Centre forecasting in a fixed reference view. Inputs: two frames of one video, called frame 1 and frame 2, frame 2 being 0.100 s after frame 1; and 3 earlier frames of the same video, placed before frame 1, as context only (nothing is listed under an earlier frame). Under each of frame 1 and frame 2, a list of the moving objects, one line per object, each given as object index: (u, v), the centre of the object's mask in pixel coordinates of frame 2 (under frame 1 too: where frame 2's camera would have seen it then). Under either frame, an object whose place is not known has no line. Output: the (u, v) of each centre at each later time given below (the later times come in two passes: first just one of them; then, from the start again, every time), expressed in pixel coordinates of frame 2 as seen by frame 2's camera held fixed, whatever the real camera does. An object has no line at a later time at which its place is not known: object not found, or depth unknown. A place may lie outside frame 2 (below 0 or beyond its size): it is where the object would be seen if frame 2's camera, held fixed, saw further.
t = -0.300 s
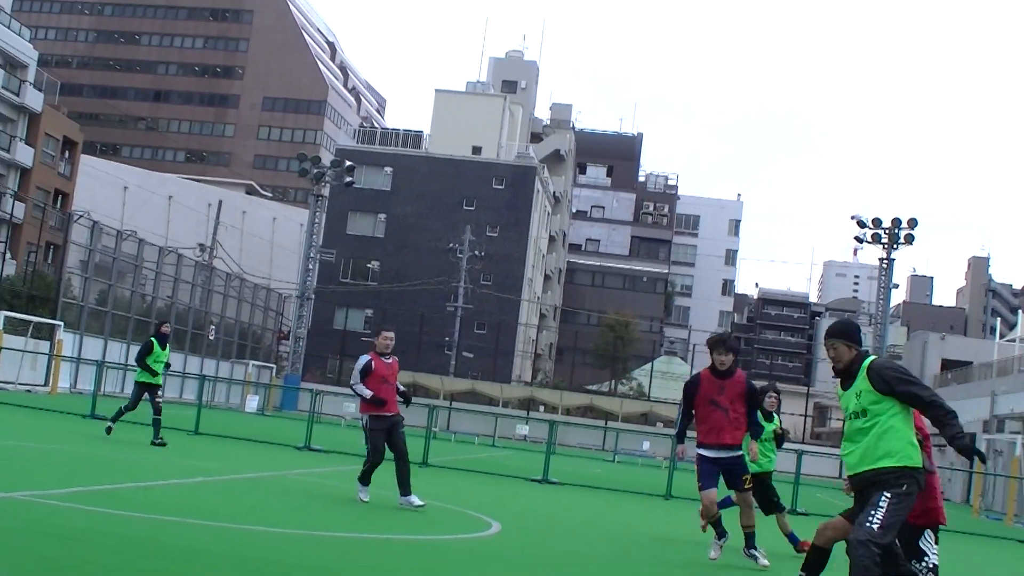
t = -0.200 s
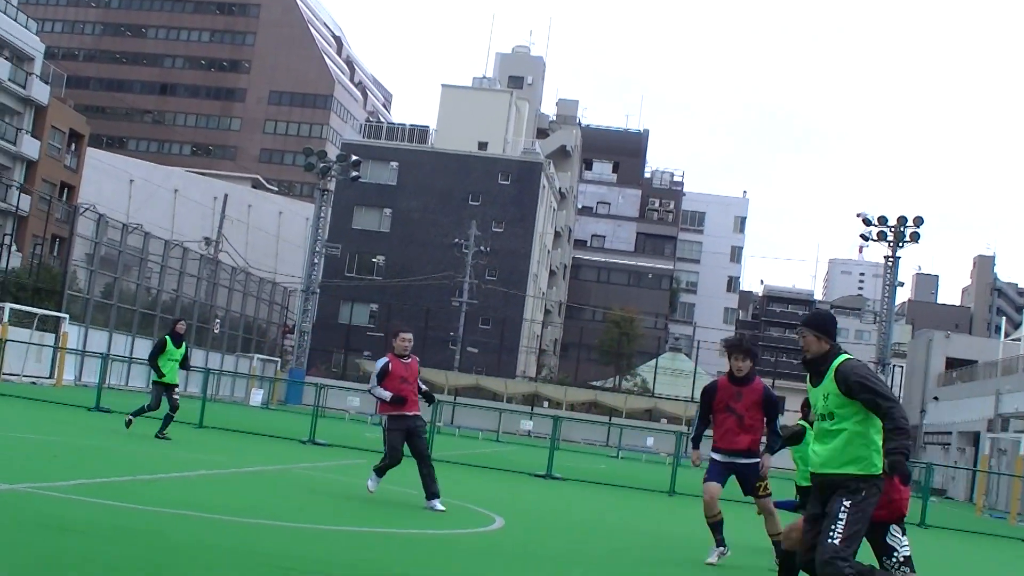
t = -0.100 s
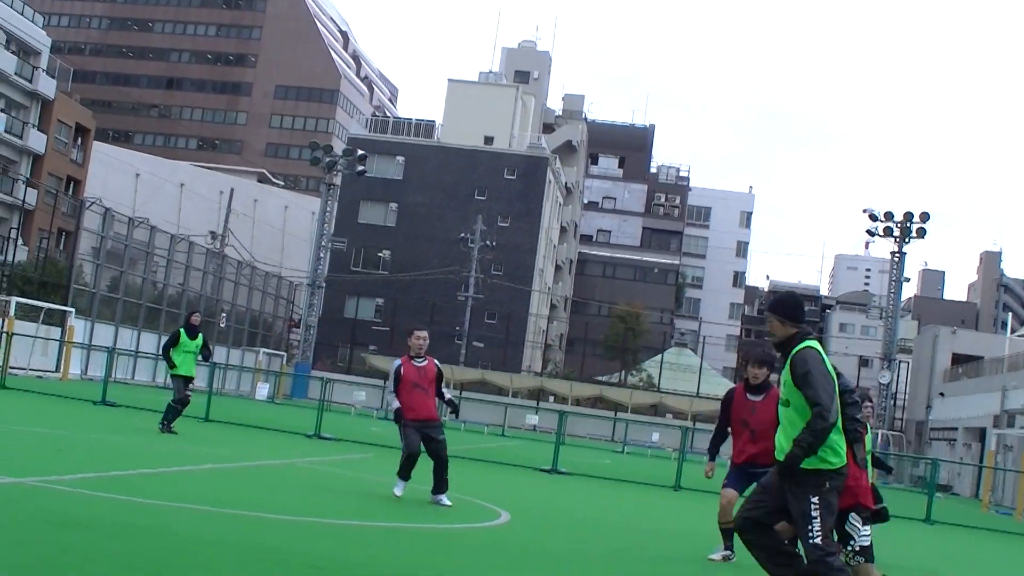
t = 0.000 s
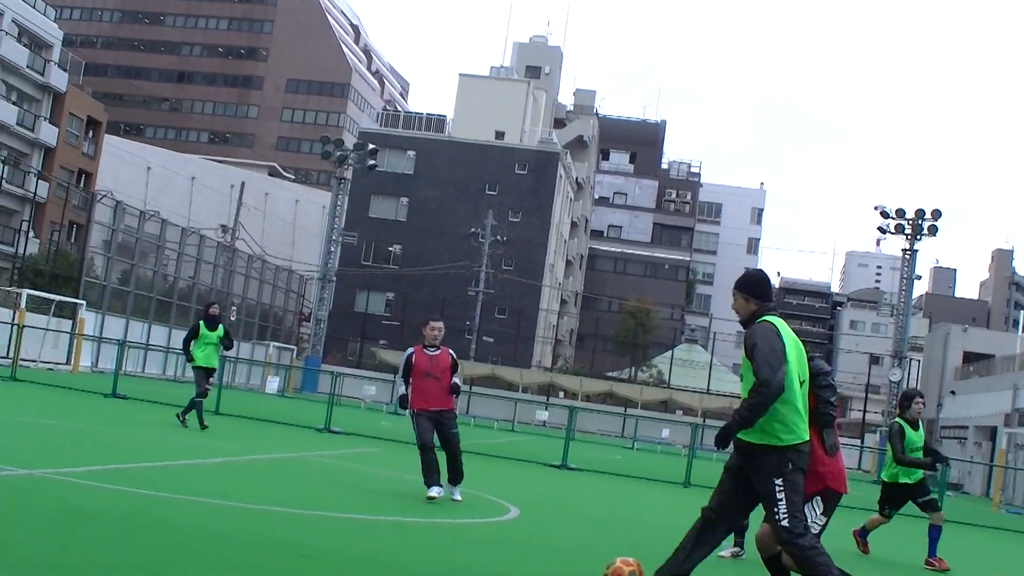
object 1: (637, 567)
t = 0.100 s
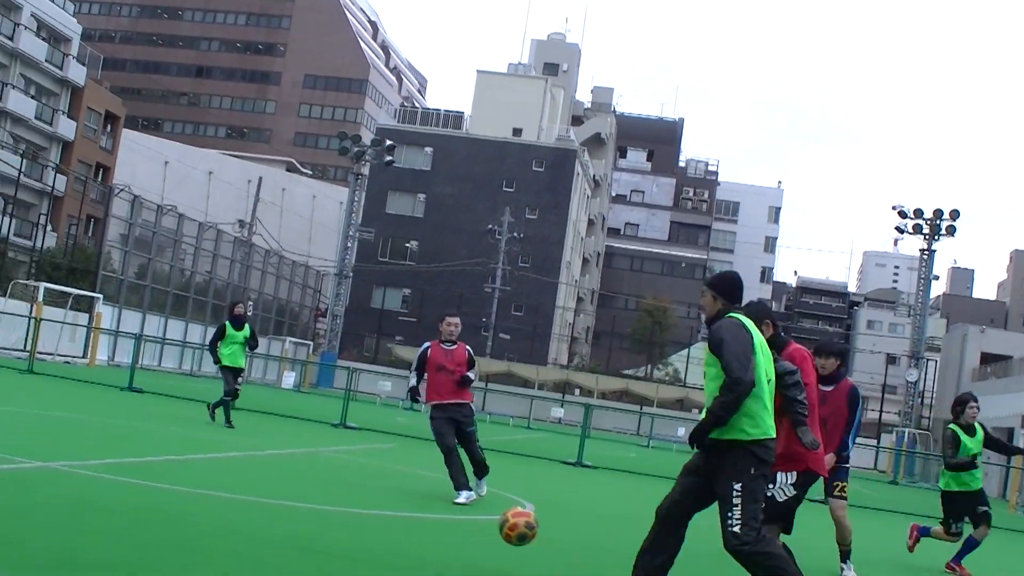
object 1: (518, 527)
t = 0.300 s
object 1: (306, 485)
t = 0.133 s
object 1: (480, 514)
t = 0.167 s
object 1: (443, 503)
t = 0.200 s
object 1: (408, 496)
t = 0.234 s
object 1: (373, 490)
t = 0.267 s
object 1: (338, 486)
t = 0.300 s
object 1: (306, 485)
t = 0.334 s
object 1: (273, 485)
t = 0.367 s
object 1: (241, 488)
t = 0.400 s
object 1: (210, 492)
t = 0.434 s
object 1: (188, 482)
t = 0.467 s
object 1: (167, 472)
